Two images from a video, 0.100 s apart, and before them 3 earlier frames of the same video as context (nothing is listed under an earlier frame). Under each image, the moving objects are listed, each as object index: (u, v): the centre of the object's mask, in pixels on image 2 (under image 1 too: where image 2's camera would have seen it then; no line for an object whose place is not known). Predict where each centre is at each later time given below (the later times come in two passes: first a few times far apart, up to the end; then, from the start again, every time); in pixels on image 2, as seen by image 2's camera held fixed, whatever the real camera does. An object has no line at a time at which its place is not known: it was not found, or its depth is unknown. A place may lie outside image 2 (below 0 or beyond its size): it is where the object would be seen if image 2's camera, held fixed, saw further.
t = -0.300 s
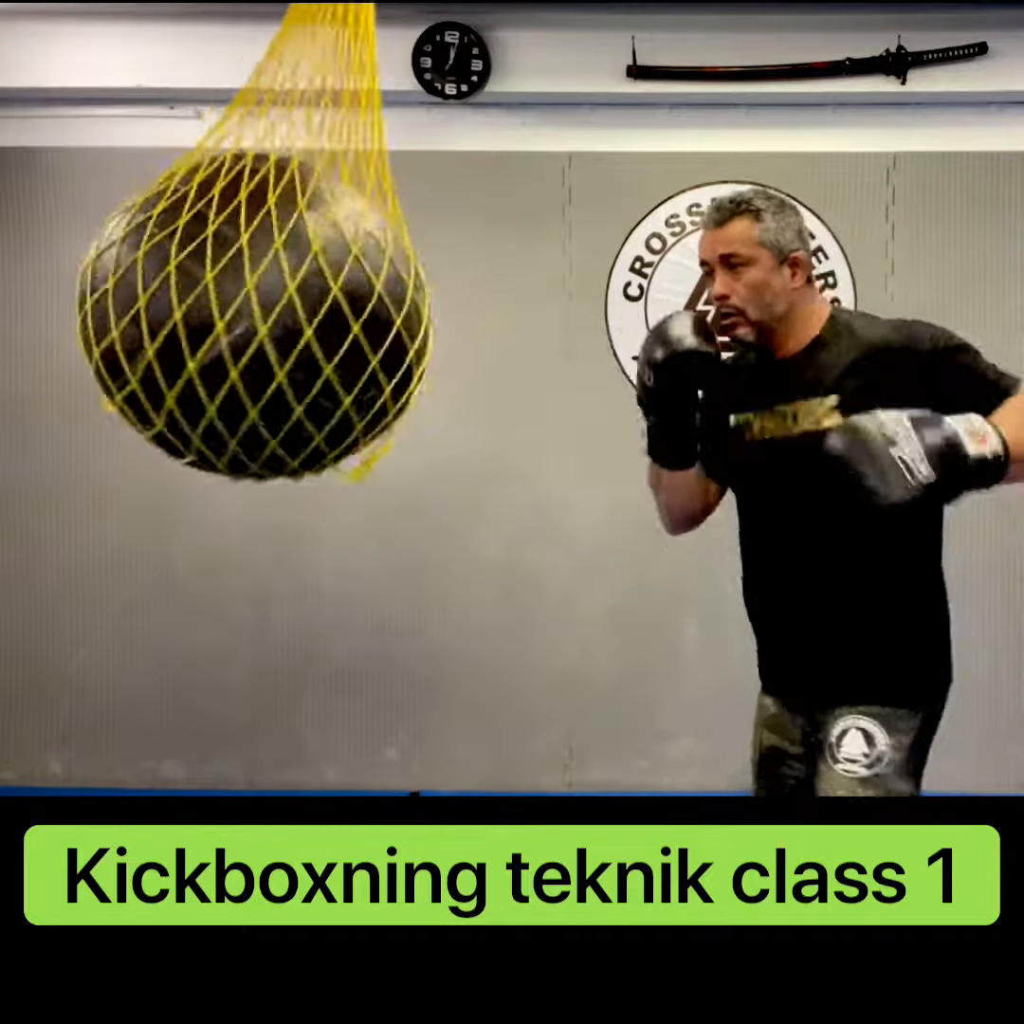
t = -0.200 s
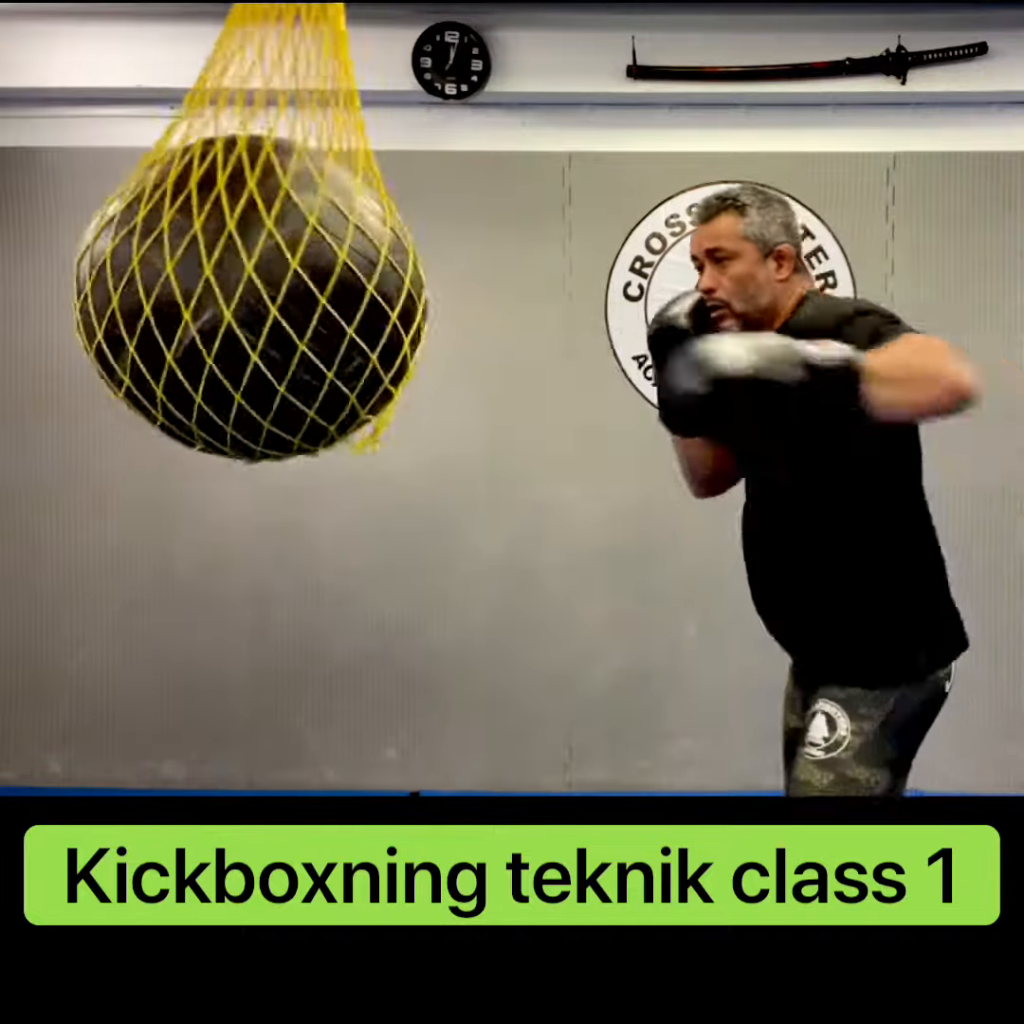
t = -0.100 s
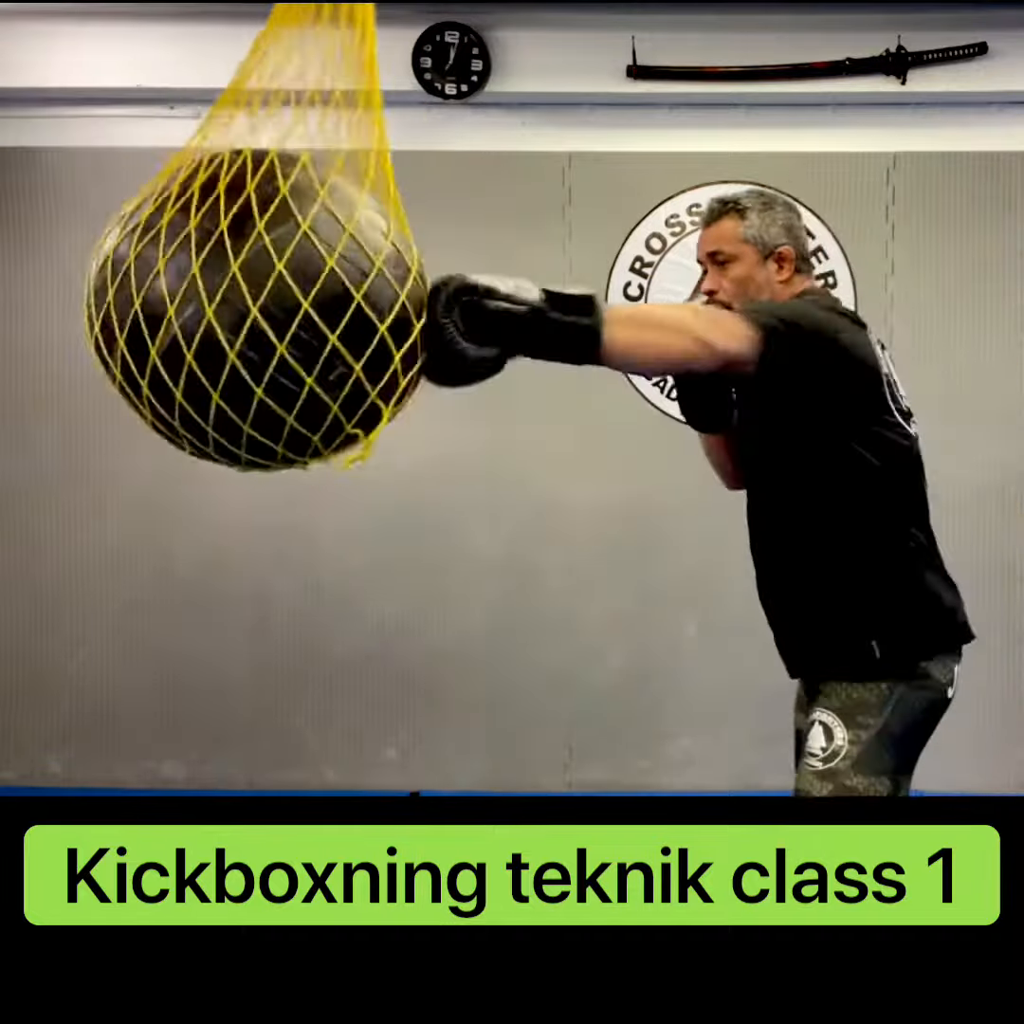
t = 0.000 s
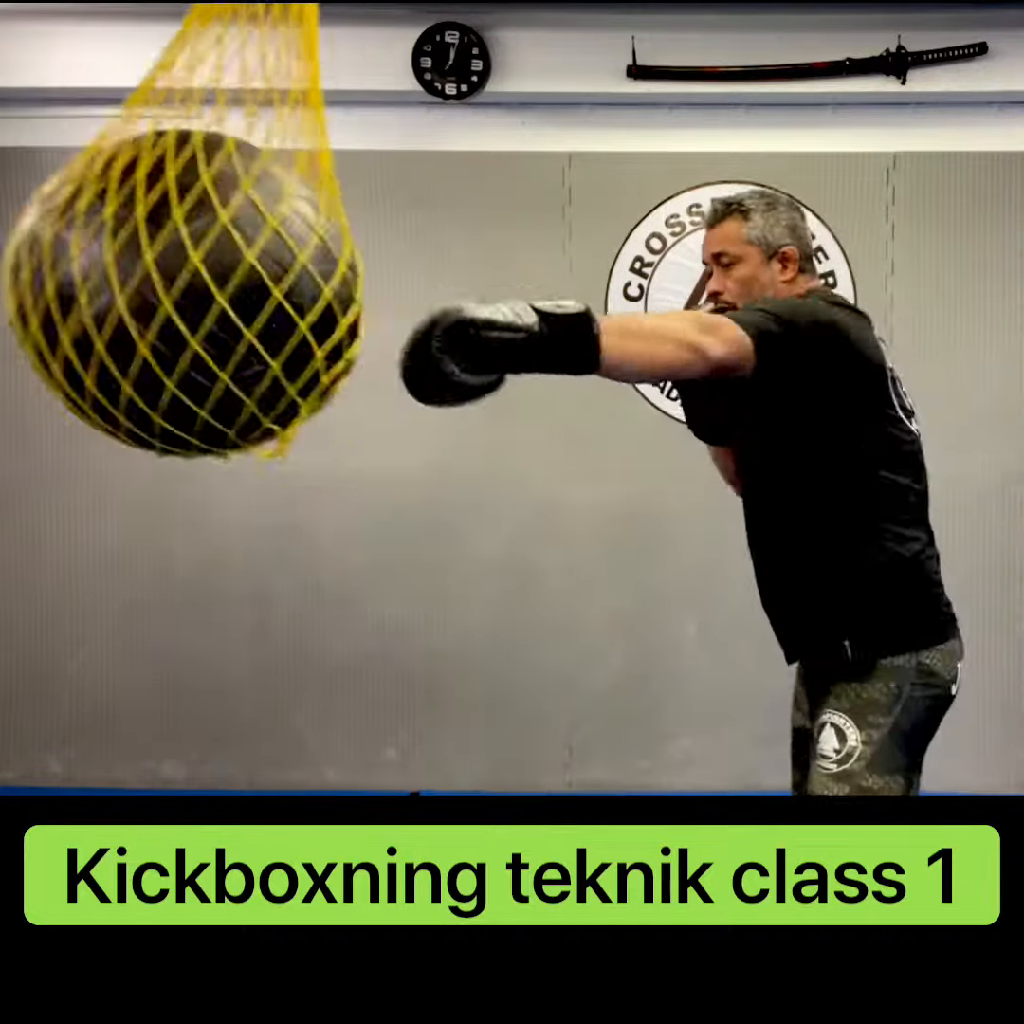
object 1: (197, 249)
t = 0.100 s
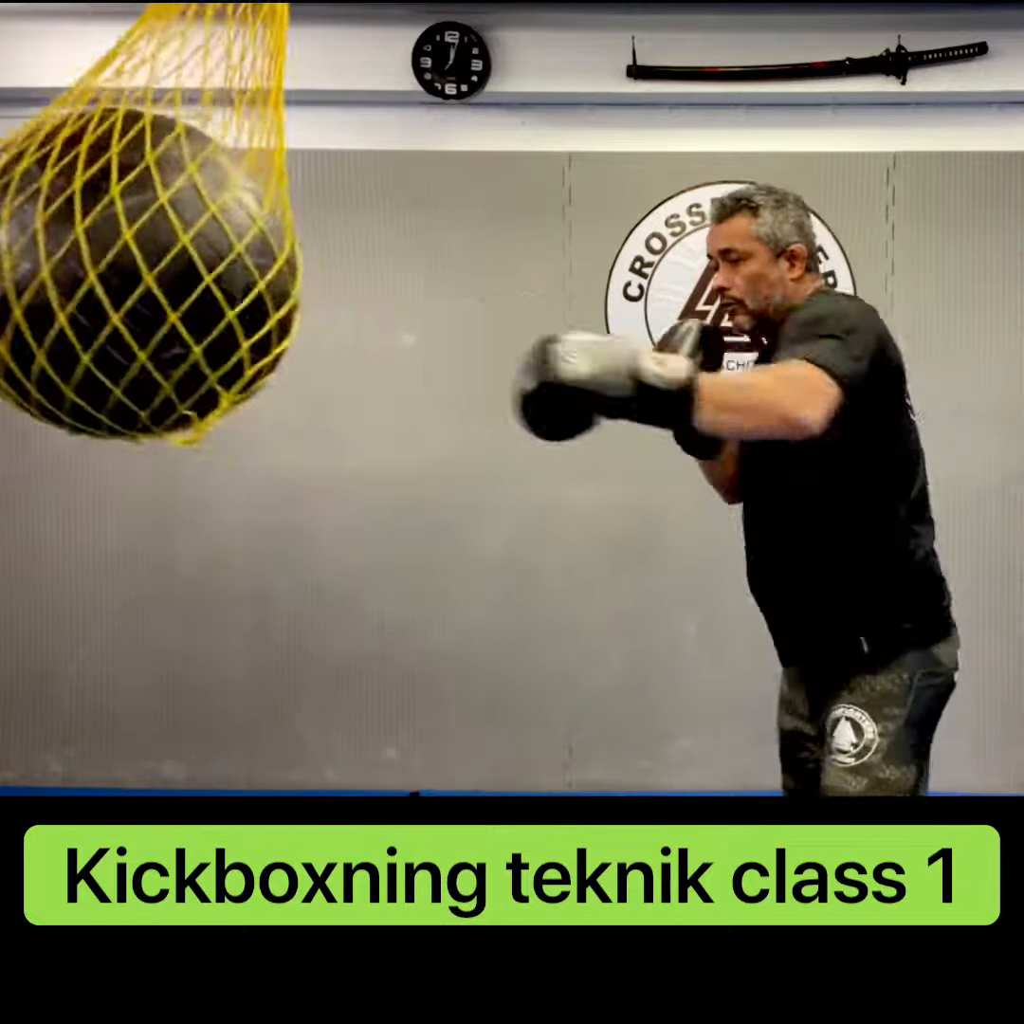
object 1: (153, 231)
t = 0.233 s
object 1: (127, 213)
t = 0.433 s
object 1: (151, 230)
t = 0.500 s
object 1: (175, 242)
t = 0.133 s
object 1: (144, 225)
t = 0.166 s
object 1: (136, 219)
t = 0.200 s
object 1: (131, 215)
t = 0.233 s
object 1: (127, 213)
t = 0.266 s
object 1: (126, 213)
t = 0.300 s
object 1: (127, 213)
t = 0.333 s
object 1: (130, 215)
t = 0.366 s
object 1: (136, 218)
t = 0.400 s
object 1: (143, 224)
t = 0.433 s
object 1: (151, 230)
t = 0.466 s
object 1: (161, 236)
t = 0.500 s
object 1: (175, 242)
